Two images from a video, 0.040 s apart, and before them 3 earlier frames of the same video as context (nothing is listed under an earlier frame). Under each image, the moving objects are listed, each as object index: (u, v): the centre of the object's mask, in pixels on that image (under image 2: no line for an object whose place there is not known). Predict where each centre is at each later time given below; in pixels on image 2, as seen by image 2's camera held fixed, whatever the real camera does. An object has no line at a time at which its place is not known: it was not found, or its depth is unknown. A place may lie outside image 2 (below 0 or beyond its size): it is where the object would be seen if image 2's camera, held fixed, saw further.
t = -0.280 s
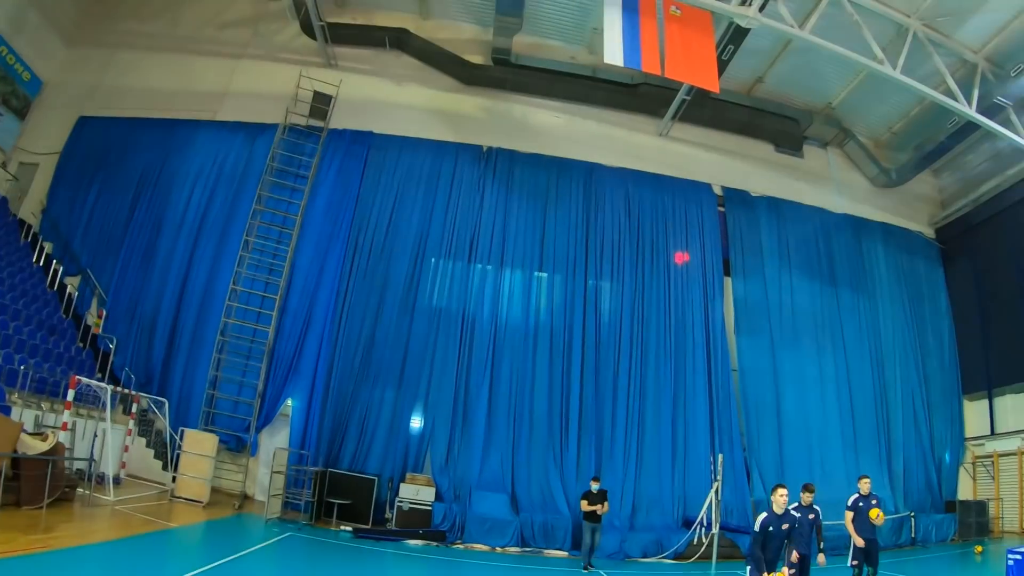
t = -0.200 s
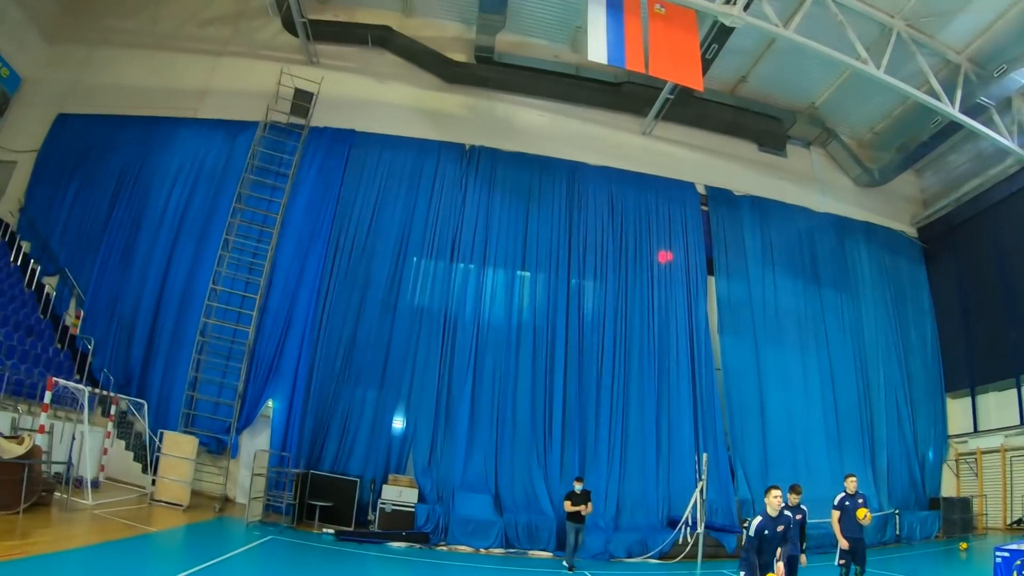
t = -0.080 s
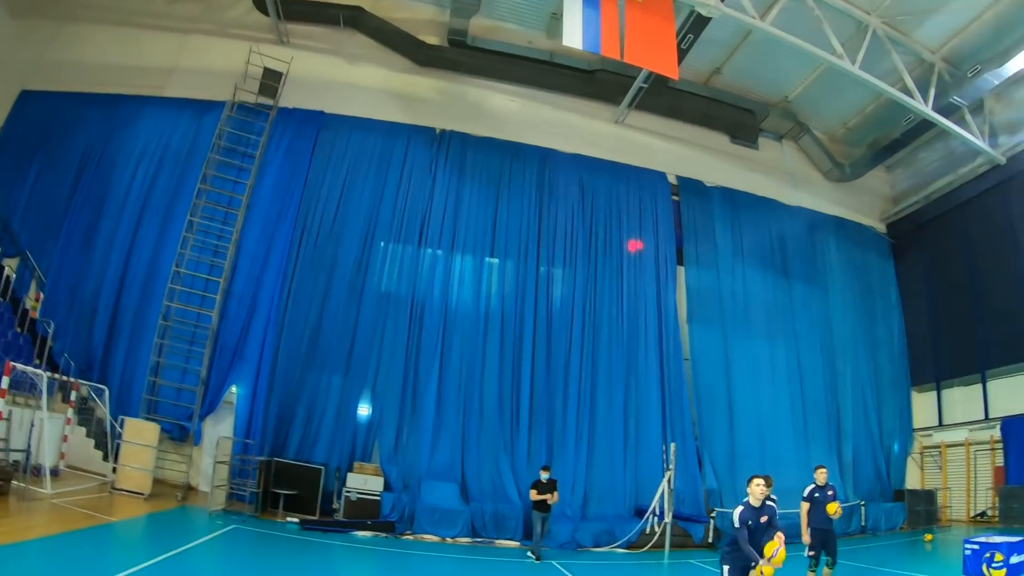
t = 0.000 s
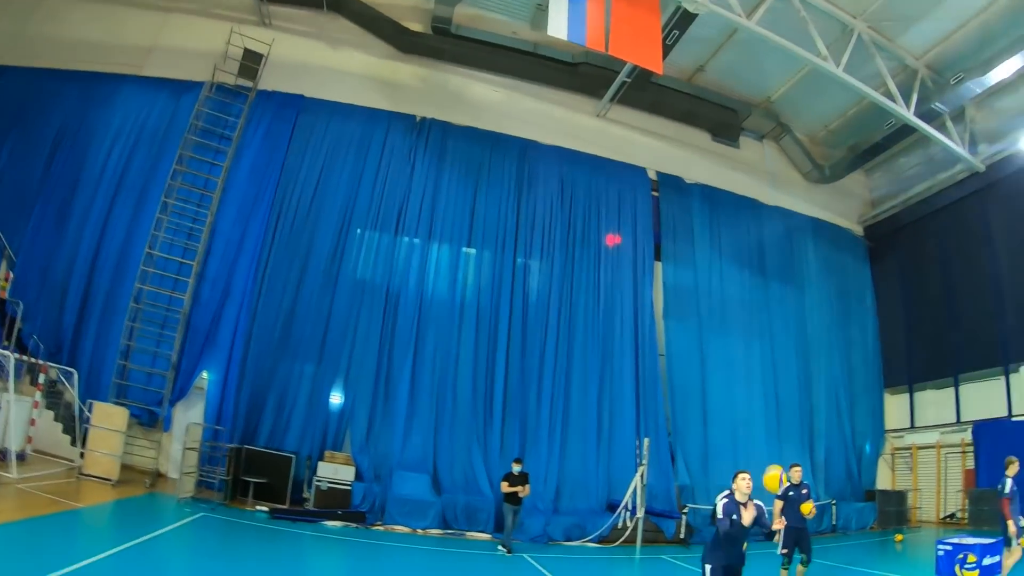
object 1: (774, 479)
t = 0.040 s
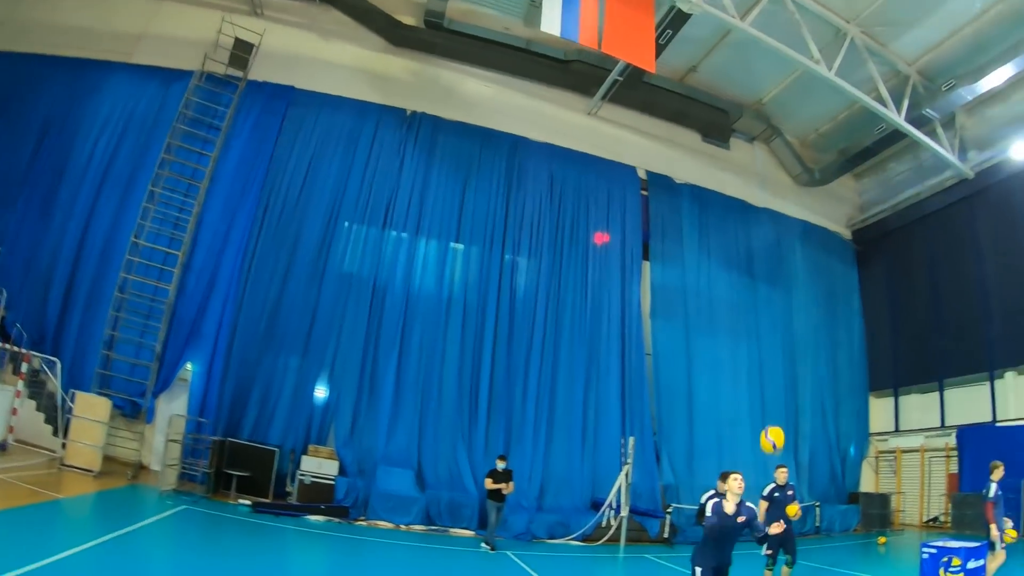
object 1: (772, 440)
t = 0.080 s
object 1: (787, 400)
